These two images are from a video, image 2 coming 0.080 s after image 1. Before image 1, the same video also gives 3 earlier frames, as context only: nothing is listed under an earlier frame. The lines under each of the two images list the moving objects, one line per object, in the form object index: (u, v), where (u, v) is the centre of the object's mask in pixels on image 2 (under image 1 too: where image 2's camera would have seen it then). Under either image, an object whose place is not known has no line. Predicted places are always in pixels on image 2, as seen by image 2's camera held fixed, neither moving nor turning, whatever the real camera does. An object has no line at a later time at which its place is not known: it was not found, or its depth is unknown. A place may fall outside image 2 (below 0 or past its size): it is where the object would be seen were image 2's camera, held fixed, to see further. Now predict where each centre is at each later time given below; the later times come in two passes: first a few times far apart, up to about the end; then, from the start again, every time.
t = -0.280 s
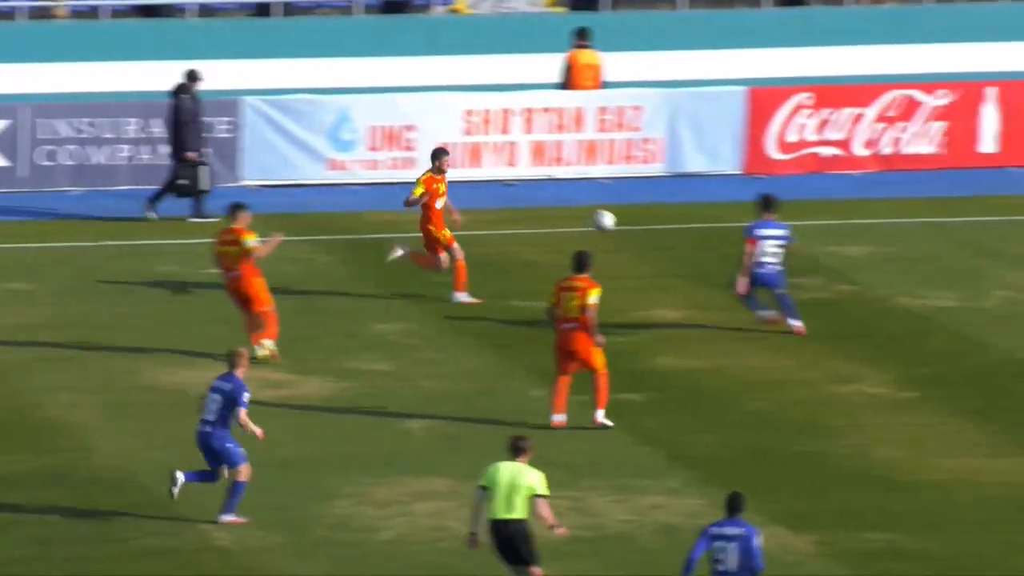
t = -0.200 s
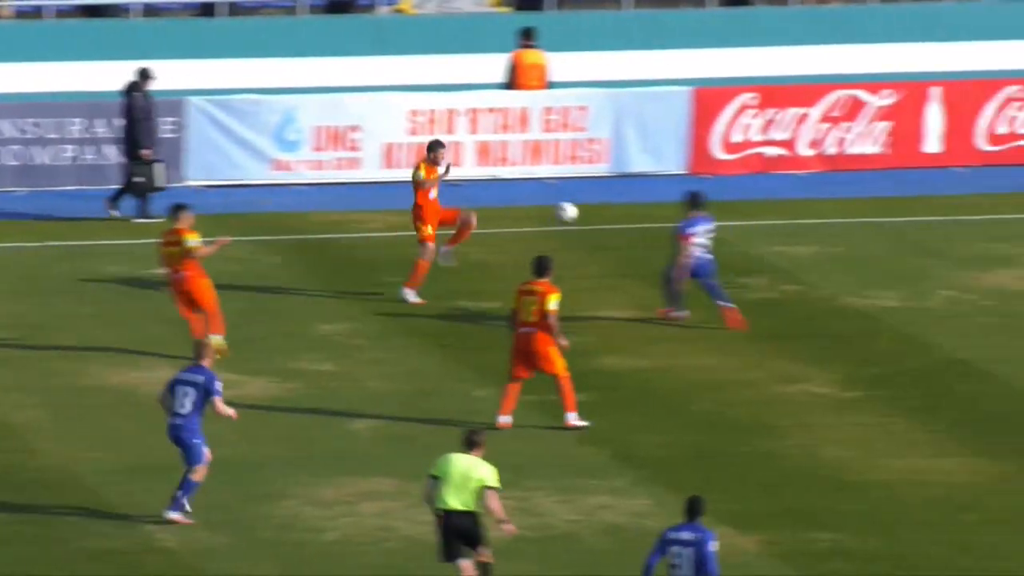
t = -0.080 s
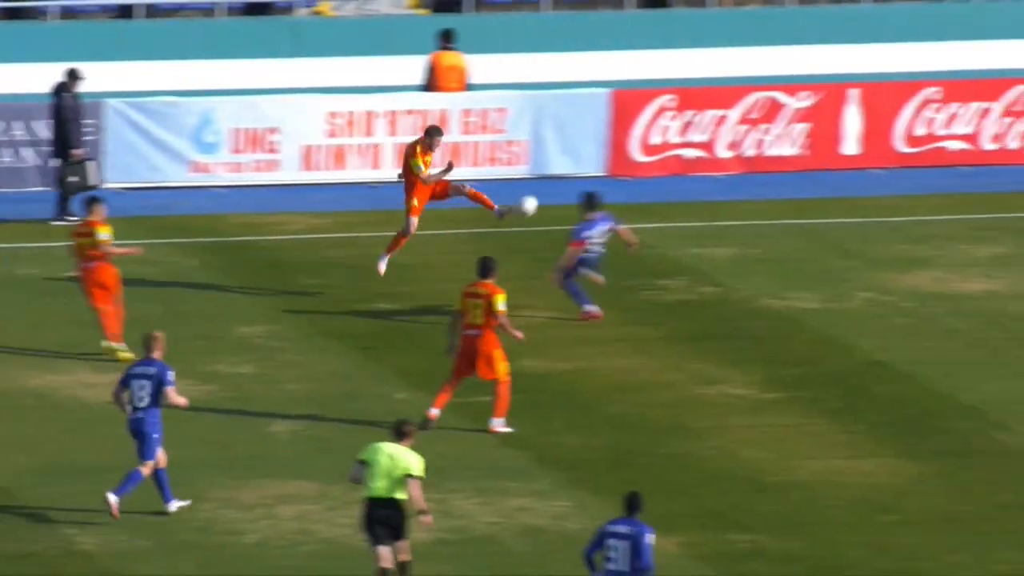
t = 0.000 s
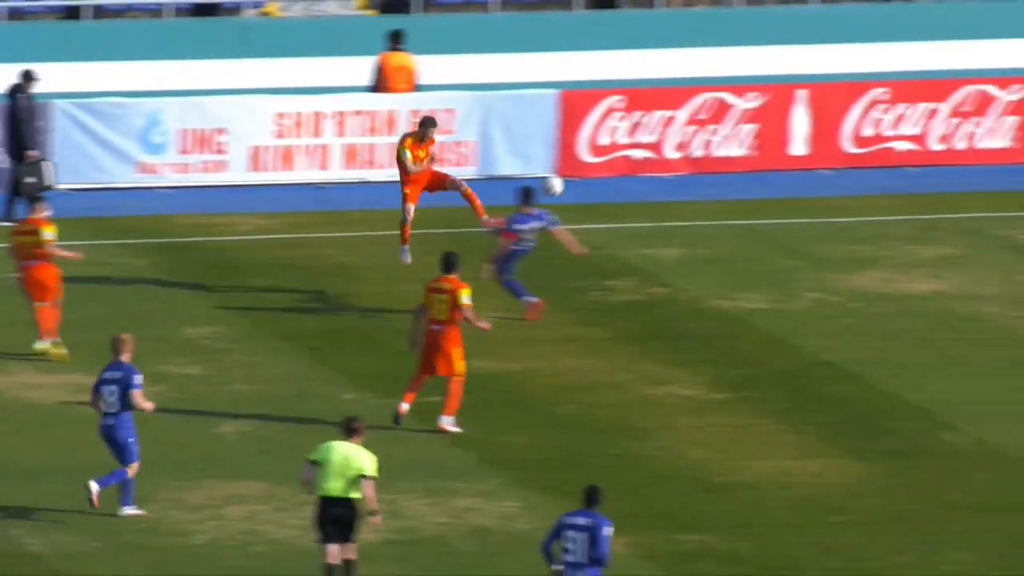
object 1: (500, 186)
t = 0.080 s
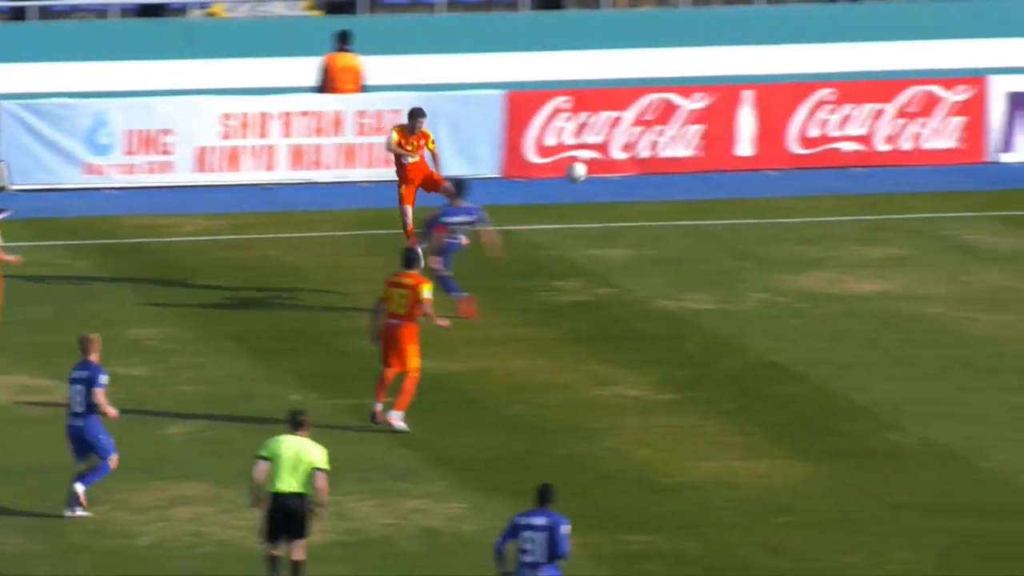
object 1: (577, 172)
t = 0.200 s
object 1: (691, 162)
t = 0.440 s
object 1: (918, 182)
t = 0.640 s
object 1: (1103, 241)
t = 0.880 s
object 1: (1292, 268)
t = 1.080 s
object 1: (1418, 231)
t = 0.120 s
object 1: (614, 167)
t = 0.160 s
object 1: (652, 164)
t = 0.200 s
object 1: (691, 162)
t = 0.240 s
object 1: (728, 161)
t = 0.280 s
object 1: (767, 163)
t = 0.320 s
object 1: (804, 165)
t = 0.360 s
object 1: (841, 169)
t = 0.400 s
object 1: (880, 175)
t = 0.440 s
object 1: (918, 182)
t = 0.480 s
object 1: (955, 191)
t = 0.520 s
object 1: (991, 201)
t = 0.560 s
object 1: (1028, 212)
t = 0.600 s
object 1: (1065, 226)
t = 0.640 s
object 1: (1103, 241)
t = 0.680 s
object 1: (1140, 258)
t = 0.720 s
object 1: (1177, 276)
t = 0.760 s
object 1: (1215, 297)
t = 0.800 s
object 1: (1243, 293)
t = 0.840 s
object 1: (1268, 279)
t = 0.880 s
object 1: (1292, 268)
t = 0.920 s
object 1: (1317, 257)
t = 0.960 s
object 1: (1342, 248)
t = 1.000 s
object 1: (1367, 241)
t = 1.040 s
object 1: (1393, 235)
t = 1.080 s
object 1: (1418, 231)
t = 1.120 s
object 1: (1443, 229)
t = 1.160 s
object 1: (1469, 228)
